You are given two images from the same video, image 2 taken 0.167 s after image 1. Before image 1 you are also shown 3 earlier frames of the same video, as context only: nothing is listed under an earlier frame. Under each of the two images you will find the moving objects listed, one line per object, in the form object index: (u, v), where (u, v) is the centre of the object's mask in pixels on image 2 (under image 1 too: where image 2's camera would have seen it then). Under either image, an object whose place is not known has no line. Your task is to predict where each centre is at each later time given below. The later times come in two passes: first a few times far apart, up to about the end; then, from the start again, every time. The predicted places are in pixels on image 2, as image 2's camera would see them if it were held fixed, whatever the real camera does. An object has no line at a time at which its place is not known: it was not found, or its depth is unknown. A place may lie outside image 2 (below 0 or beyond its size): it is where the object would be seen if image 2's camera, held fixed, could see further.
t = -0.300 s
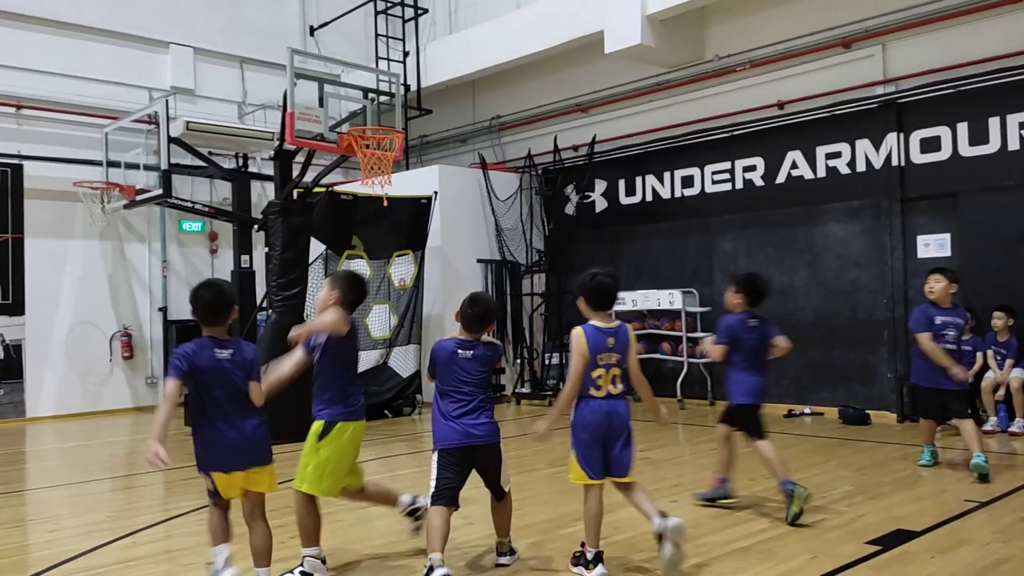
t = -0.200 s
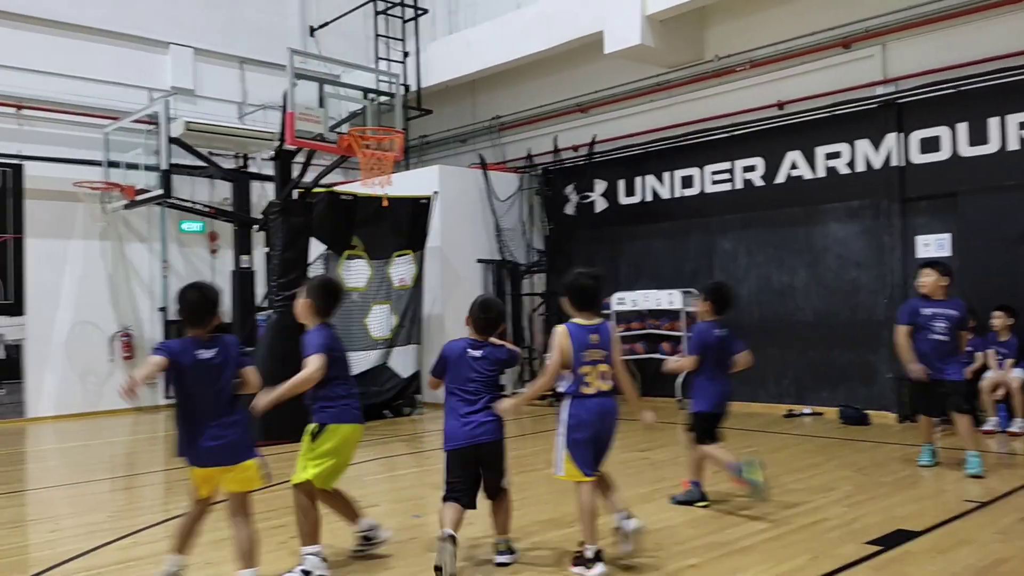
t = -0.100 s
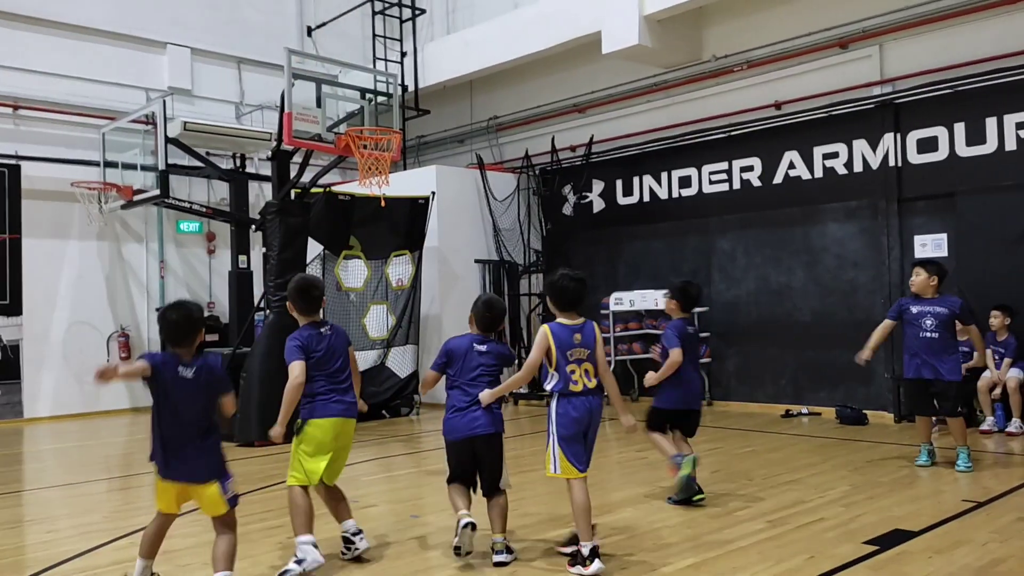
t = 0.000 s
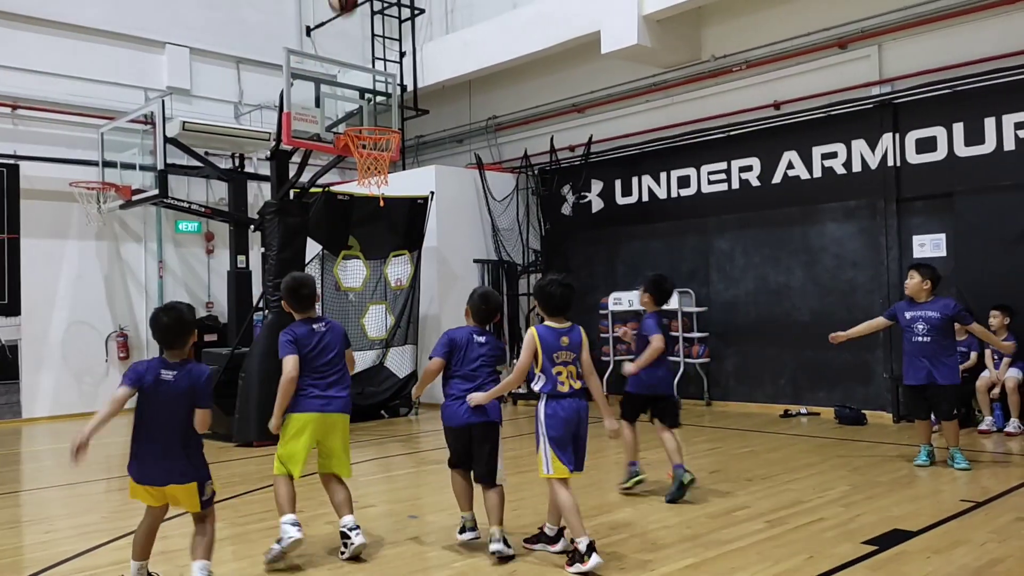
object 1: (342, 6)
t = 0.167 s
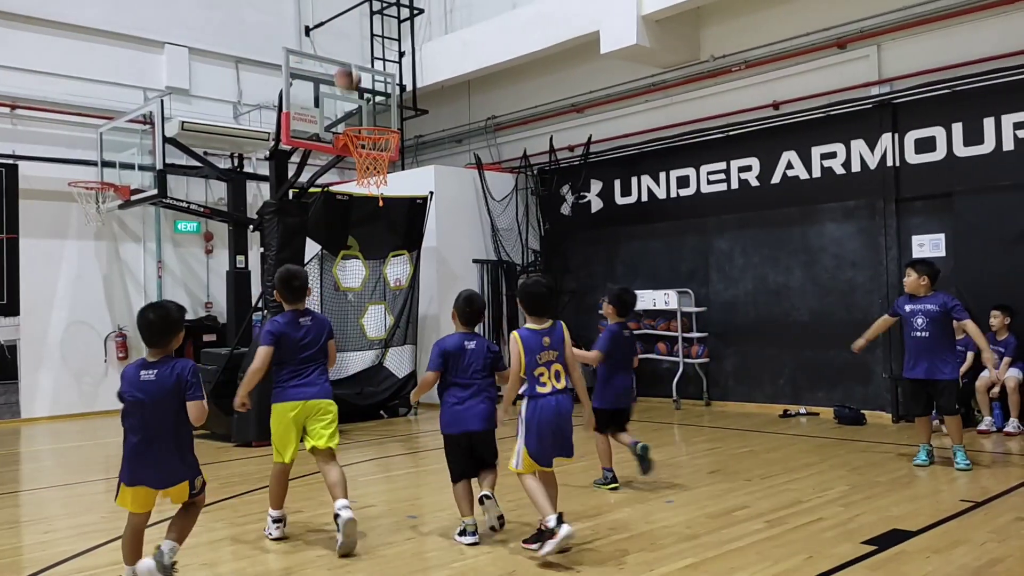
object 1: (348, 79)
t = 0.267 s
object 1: (355, 114)
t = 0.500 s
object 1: (404, 58)
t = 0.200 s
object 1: (349, 97)
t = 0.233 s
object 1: (351, 115)
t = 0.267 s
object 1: (355, 114)
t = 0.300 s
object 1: (363, 102)
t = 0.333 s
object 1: (369, 92)
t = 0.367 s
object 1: (376, 83)
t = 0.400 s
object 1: (383, 76)
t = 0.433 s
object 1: (390, 68)
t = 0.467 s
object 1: (398, 62)
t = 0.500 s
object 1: (404, 58)
